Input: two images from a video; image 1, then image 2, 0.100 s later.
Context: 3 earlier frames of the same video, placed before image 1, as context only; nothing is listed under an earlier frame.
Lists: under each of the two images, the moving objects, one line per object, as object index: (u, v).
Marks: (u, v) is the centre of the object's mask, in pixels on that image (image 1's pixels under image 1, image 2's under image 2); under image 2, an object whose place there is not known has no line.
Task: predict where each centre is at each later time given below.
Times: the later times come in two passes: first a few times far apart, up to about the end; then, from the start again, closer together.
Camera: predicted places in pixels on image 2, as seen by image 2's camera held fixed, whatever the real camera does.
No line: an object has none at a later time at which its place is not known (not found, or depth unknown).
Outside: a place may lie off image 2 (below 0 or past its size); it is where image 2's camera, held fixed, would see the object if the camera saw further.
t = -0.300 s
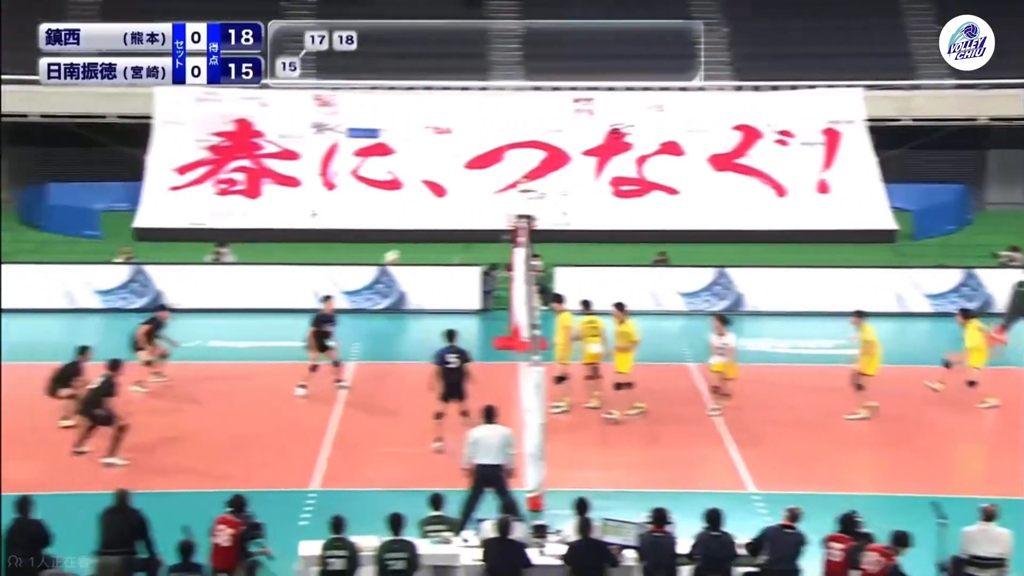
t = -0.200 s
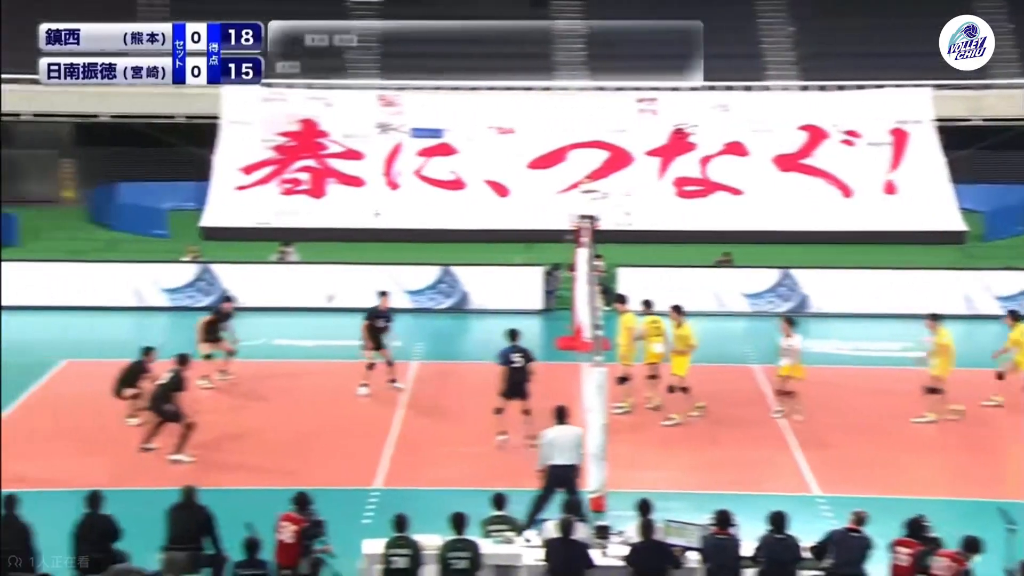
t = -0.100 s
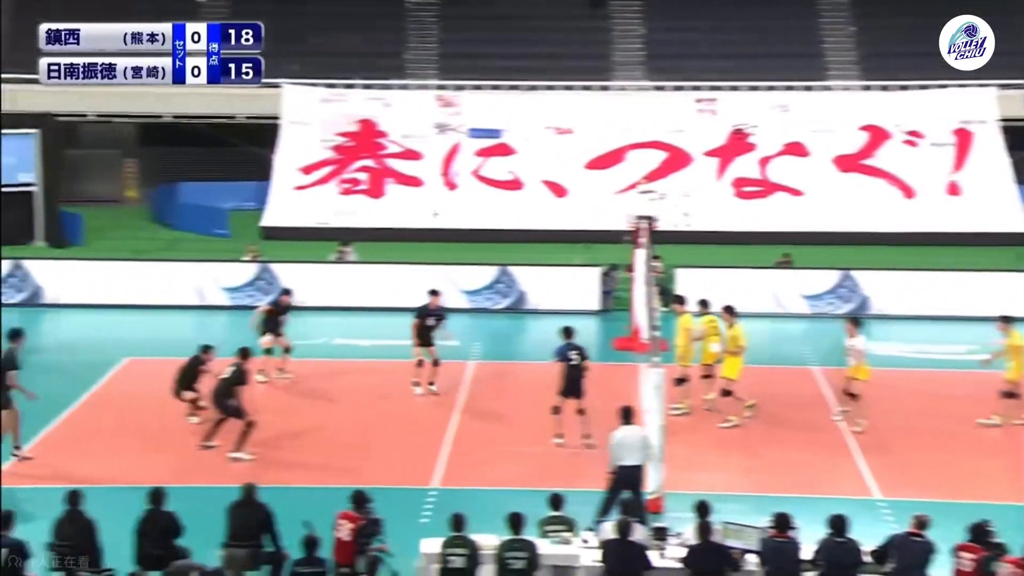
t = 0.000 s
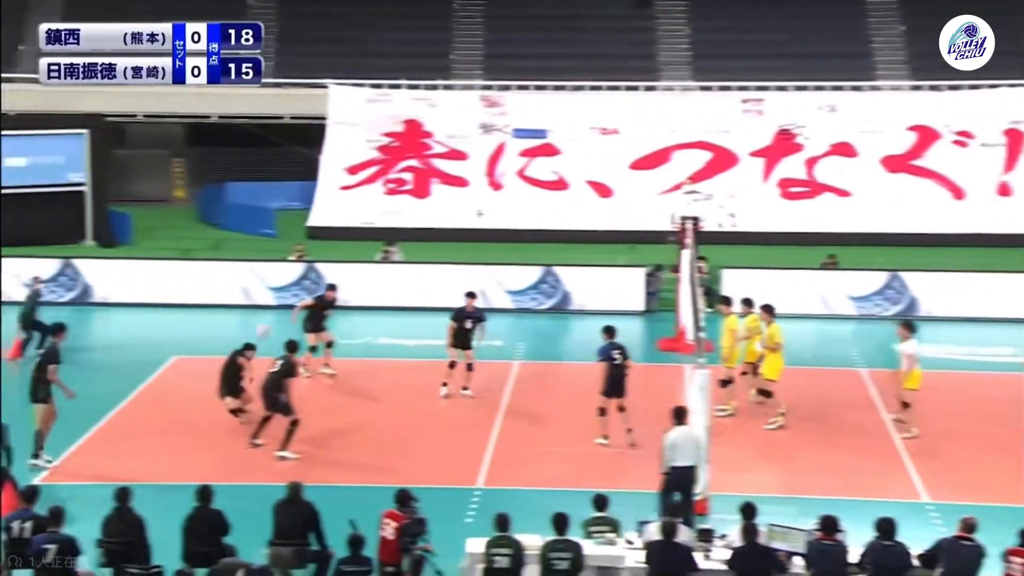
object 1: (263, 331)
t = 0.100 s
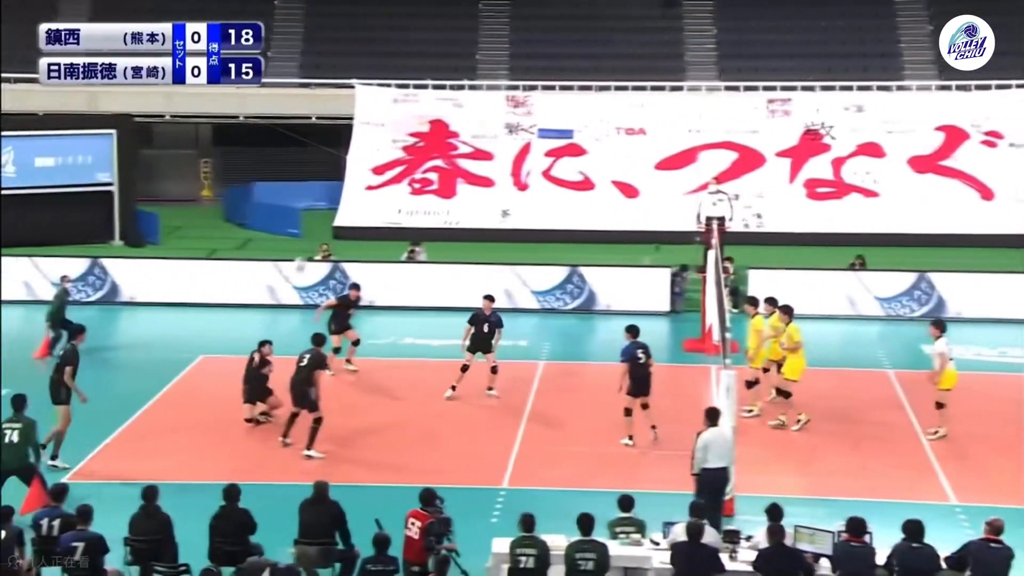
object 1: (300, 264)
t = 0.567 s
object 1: (336, 64)
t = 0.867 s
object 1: (355, 10)
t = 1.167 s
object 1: (370, 15)
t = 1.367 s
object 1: (380, 48)
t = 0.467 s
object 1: (326, 93)
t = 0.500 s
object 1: (332, 83)
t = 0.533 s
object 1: (333, 73)
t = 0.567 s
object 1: (336, 64)
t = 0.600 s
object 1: (338, 55)
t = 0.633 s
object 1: (340, 47)
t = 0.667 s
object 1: (342, 39)
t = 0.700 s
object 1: (344, 33)
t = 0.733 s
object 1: (346, 27)
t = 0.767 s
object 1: (348, 22)
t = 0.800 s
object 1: (350, 17)
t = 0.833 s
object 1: (352, 13)
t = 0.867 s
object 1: (355, 10)
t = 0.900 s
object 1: (356, 8)
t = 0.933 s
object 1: (358, 6)
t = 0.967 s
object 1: (360, 6)
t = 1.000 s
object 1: (362, 6)
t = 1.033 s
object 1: (363, 6)
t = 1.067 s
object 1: (365, 7)
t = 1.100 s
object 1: (366, 9)
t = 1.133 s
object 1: (369, 11)
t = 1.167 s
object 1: (370, 15)
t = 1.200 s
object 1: (372, 18)
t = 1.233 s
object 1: (374, 24)
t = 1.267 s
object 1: (376, 29)
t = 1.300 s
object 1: (377, 34)
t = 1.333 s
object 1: (379, 41)
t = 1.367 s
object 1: (380, 48)
